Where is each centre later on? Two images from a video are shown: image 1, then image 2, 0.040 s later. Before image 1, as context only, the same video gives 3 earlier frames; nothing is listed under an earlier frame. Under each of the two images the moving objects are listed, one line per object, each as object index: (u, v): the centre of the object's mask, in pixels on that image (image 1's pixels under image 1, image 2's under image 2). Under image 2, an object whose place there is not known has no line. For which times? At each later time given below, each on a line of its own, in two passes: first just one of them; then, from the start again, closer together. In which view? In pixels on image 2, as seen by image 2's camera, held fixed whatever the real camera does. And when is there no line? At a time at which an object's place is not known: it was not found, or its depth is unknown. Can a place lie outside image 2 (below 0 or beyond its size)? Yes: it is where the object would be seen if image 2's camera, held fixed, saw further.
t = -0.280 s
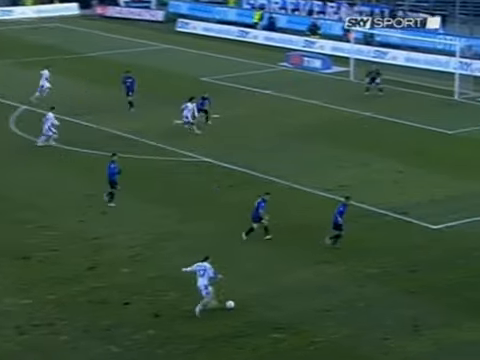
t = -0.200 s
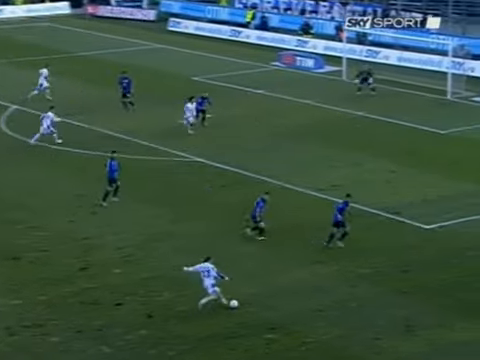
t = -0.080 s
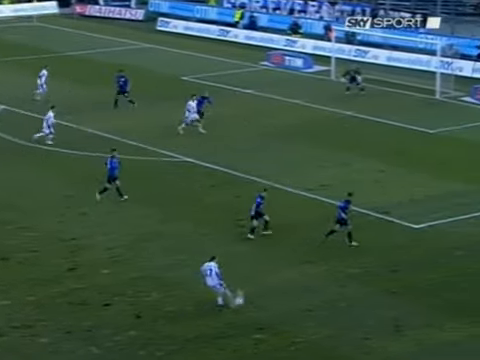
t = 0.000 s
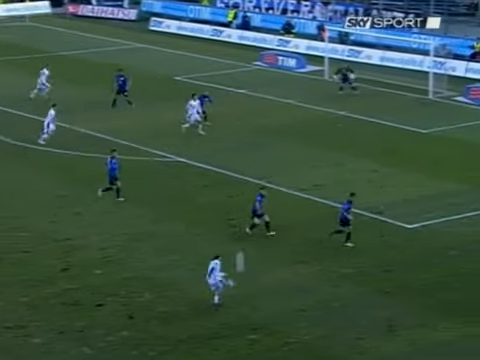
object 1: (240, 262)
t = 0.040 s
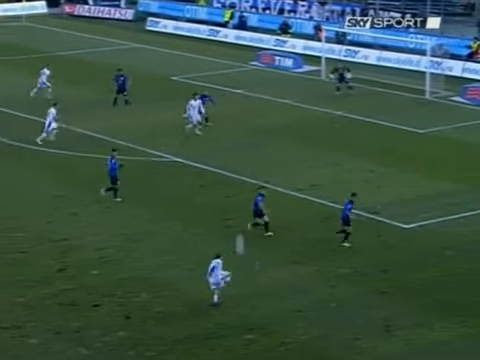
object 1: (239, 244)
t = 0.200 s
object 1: (246, 184)
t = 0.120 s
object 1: (244, 211)
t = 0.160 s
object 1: (245, 197)
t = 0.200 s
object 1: (246, 184)
